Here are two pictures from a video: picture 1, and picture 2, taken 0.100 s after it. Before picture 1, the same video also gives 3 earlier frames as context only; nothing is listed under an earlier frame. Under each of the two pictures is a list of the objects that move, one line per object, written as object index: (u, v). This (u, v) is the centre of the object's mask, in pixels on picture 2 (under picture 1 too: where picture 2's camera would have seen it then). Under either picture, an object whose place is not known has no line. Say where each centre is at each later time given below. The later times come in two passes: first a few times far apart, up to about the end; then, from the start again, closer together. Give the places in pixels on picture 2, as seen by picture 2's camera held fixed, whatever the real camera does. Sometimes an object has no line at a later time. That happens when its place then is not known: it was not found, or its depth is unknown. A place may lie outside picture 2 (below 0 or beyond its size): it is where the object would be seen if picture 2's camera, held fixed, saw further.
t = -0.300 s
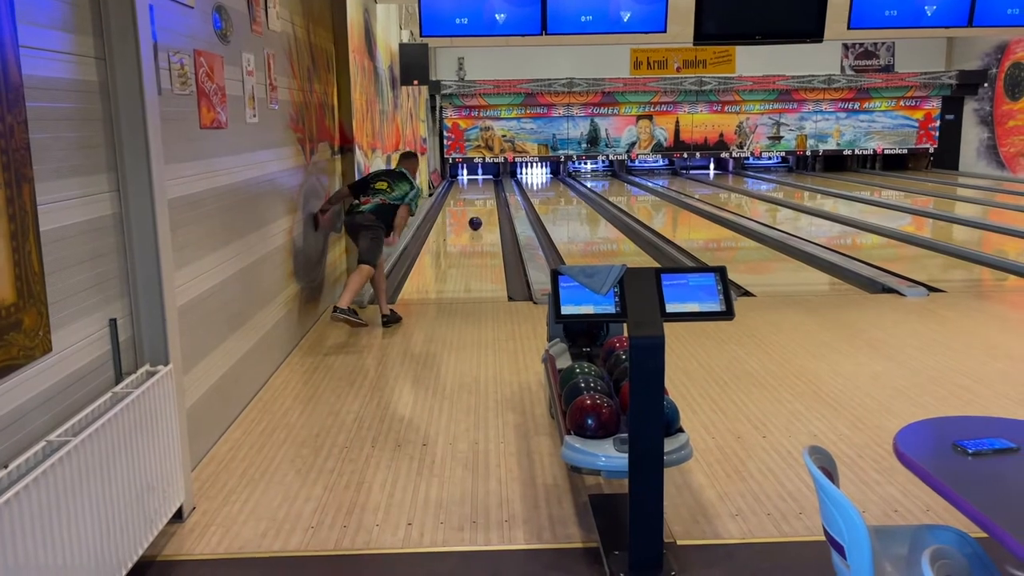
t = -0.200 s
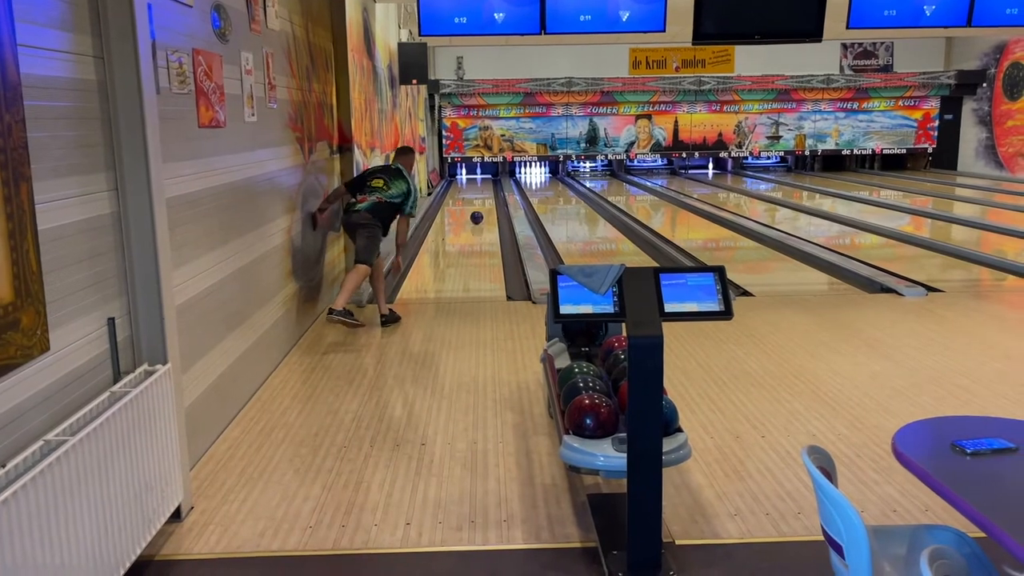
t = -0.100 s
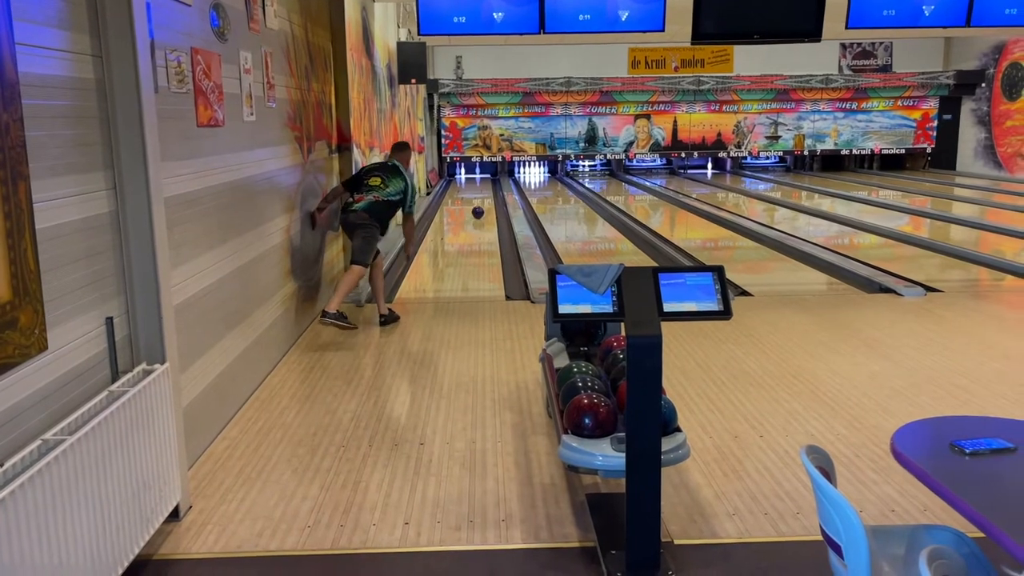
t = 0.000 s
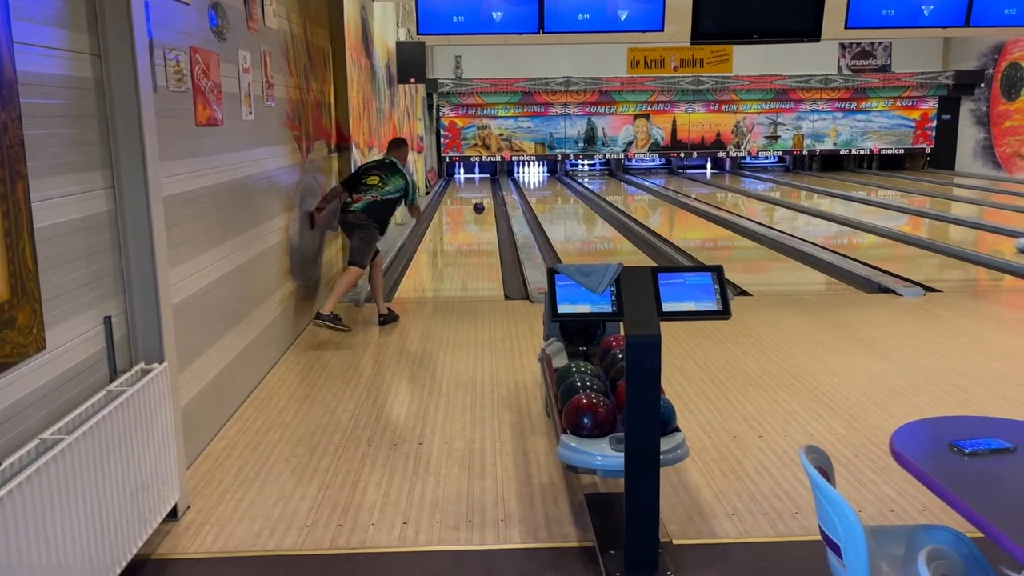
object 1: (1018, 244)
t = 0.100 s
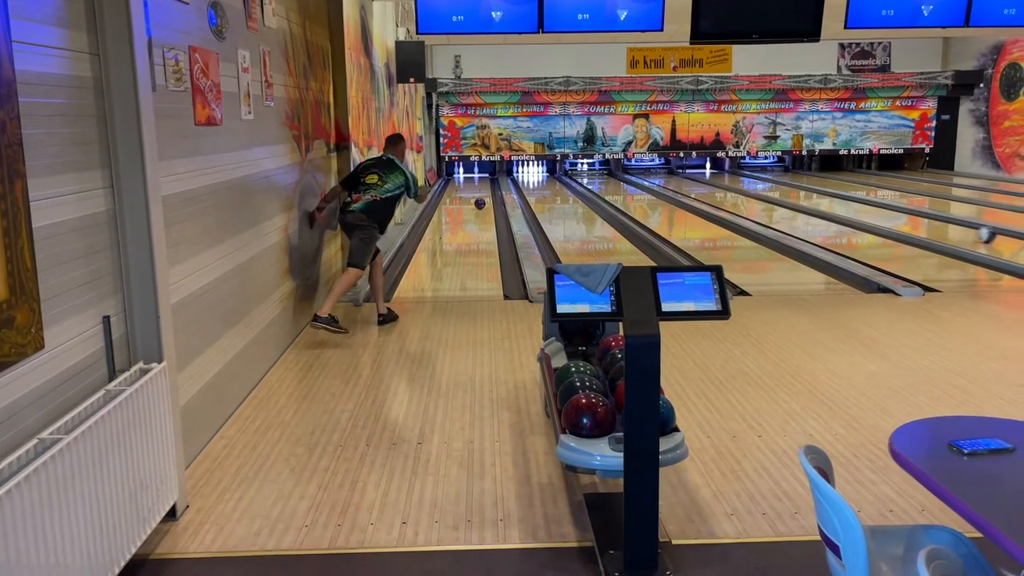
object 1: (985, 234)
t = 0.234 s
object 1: (943, 224)
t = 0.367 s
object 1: (908, 214)
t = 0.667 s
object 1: (849, 200)
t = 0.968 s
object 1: (805, 188)
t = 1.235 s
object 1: (774, 181)
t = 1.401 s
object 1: (759, 178)
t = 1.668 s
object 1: (735, 172)
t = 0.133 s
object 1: (974, 232)
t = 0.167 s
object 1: (964, 228)
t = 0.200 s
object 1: (955, 226)
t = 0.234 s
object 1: (943, 224)
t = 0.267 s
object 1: (934, 222)
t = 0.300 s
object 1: (926, 218)
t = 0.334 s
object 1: (917, 215)
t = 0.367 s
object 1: (908, 214)
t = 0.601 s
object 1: (861, 202)
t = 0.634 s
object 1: (854, 201)
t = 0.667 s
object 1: (849, 200)
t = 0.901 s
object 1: (813, 191)
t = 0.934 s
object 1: (809, 189)
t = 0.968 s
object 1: (805, 188)
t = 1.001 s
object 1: (800, 188)
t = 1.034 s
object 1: (796, 187)
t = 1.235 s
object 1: (774, 181)
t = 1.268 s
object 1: (771, 180)
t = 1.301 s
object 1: (767, 179)
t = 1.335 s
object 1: (765, 178)
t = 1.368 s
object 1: (761, 178)
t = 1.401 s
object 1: (759, 178)
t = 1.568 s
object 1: (744, 173)
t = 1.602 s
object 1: (741, 173)
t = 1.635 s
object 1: (738, 172)
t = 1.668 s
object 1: (735, 172)
